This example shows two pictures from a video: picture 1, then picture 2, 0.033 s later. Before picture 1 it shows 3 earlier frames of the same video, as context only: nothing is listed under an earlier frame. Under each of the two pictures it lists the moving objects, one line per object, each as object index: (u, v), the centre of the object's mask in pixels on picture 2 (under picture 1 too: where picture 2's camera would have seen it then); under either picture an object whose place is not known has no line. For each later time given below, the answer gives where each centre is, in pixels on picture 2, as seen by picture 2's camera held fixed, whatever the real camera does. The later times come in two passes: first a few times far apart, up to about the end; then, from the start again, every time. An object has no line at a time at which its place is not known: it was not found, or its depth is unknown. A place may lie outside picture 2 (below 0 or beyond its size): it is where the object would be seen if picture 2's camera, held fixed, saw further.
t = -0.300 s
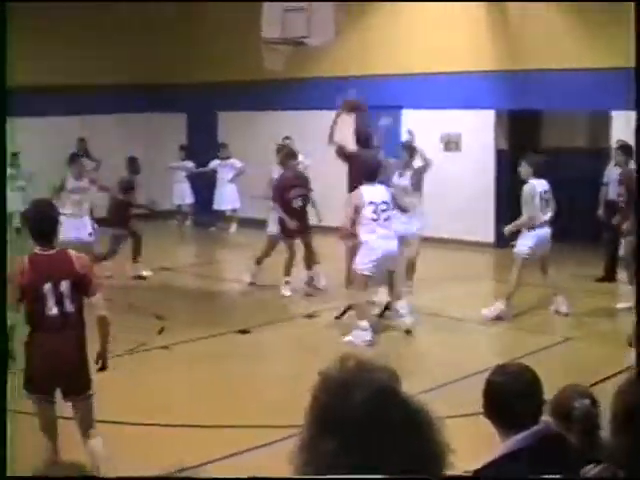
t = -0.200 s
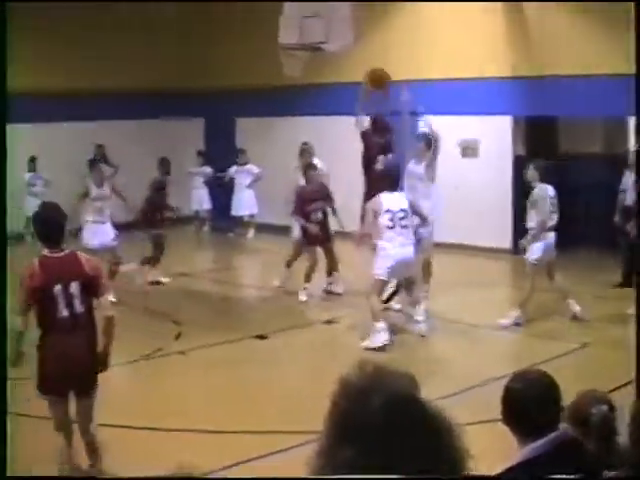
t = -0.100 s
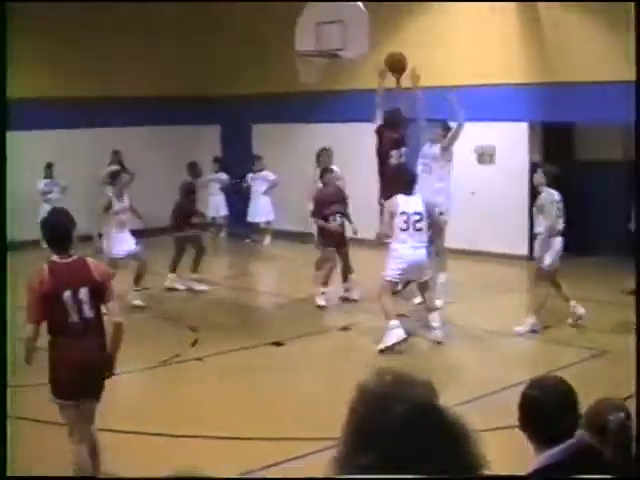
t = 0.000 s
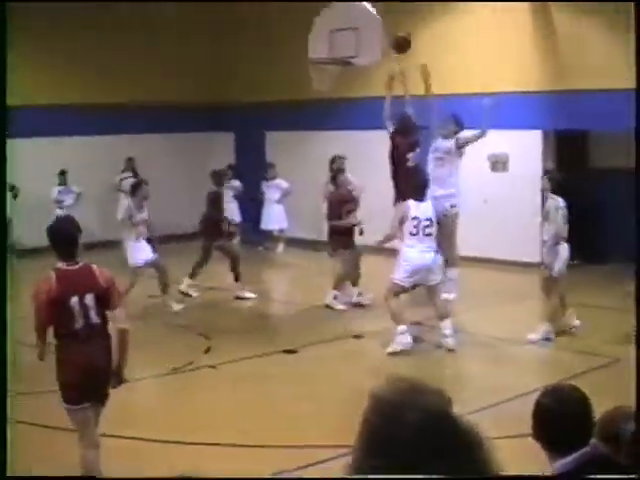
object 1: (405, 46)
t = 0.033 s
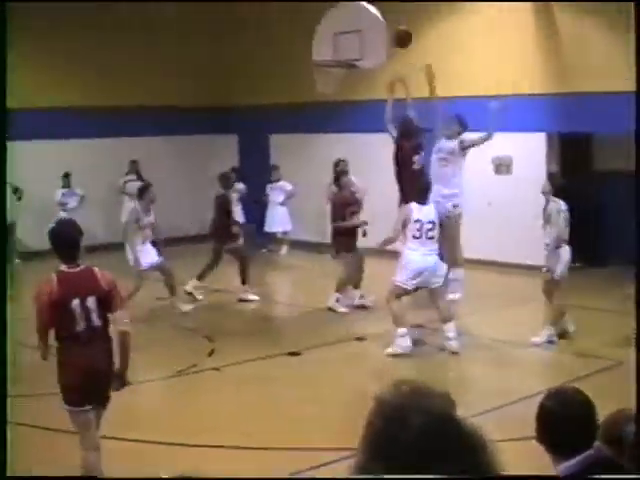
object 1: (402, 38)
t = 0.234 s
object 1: (383, 14)
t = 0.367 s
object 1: (368, 14)
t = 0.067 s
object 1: (398, 31)
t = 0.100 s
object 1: (396, 25)
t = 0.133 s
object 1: (392, 21)
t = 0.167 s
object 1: (390, 17)
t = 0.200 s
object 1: (386, 15)
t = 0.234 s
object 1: (383, 14)
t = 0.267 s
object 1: (380, 13)
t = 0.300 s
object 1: (377, 13)
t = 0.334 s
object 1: (374, 15)
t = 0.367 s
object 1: (368, 14)
